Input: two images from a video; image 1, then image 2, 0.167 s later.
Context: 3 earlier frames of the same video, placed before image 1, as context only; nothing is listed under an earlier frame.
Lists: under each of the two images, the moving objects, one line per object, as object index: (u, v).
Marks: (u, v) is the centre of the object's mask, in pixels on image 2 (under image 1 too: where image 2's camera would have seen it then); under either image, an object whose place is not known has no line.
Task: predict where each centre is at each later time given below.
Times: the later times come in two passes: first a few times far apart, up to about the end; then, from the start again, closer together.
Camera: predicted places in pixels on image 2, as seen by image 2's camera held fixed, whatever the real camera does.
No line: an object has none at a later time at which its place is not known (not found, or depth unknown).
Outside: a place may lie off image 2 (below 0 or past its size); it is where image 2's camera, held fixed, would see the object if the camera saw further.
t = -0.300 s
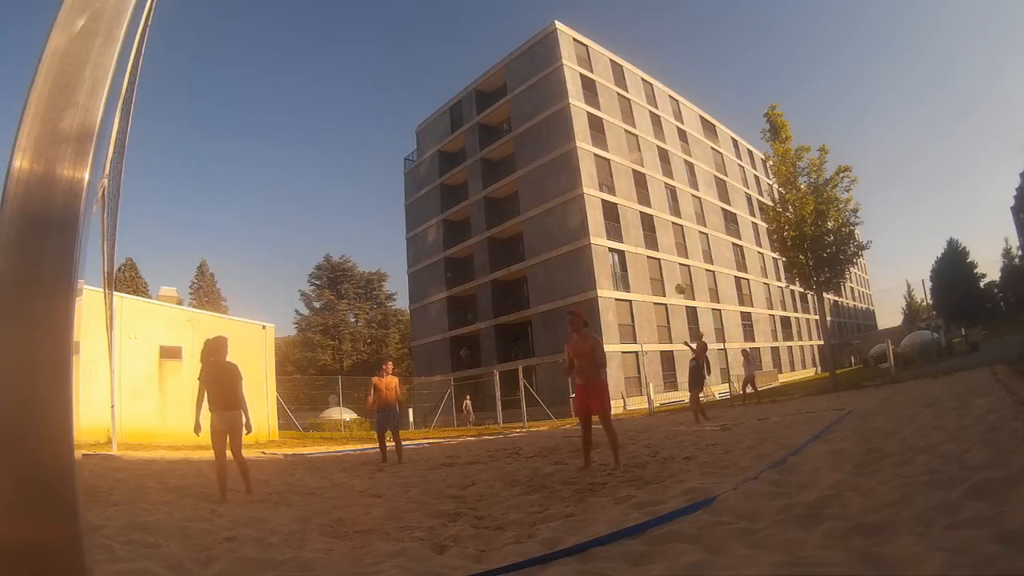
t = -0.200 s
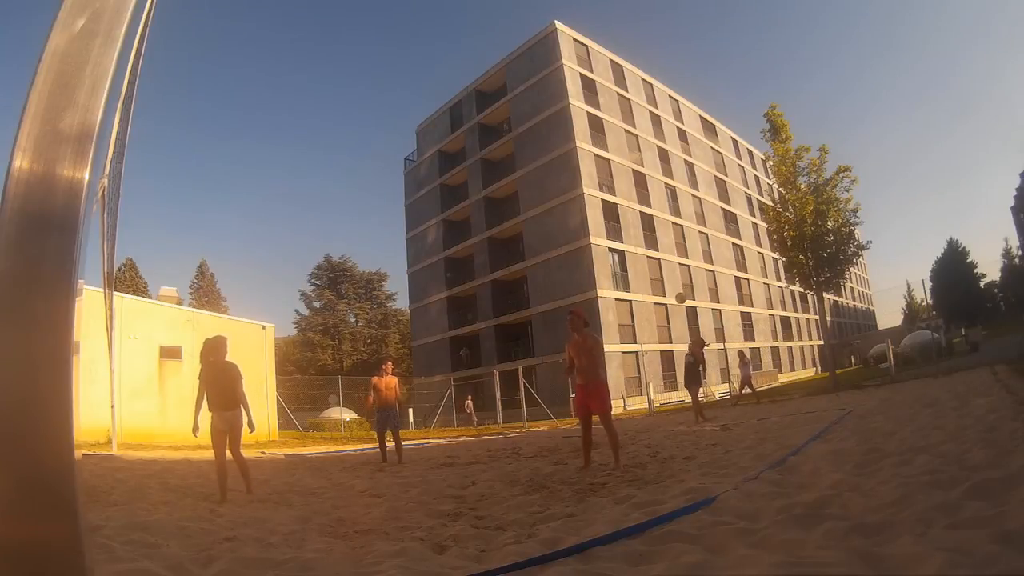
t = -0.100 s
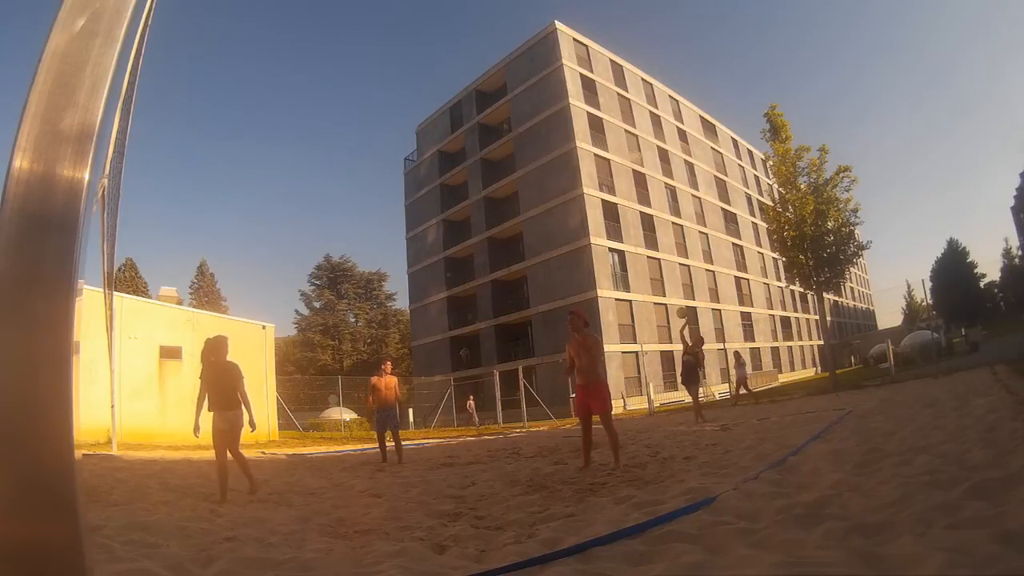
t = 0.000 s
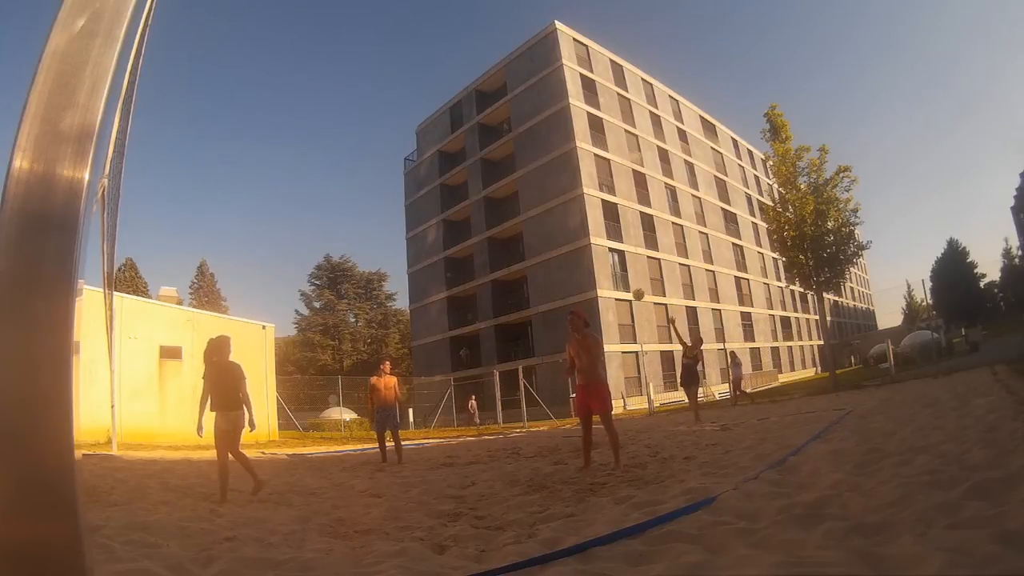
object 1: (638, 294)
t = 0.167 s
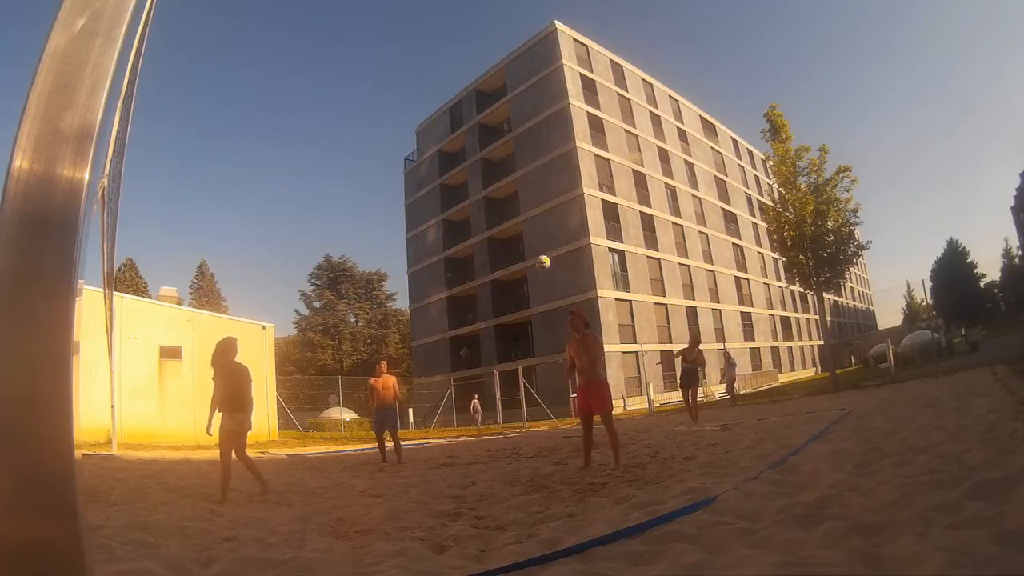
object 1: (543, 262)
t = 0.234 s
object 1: (498, 253)
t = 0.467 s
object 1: (318, 246)
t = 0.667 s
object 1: (143, 279)
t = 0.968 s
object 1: (115, 365)
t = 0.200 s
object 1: (520, 257)
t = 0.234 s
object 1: (498, 253)
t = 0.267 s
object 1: (474, 250)
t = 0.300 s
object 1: (451, 248)
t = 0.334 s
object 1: (426, 245)
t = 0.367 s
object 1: (400, 244)
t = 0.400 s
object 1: (373, 244)
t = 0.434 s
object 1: (346, 245)
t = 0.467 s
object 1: (318, 246)
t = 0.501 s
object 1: (289, 249)
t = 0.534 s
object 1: (260, 253)
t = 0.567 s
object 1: (231, 258)
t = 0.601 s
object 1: (201, 263)
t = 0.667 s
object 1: (143, 279)
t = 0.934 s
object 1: (110, 358)
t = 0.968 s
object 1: (115, 365)
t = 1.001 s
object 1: (122, 371)
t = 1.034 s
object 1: (129, 379)
